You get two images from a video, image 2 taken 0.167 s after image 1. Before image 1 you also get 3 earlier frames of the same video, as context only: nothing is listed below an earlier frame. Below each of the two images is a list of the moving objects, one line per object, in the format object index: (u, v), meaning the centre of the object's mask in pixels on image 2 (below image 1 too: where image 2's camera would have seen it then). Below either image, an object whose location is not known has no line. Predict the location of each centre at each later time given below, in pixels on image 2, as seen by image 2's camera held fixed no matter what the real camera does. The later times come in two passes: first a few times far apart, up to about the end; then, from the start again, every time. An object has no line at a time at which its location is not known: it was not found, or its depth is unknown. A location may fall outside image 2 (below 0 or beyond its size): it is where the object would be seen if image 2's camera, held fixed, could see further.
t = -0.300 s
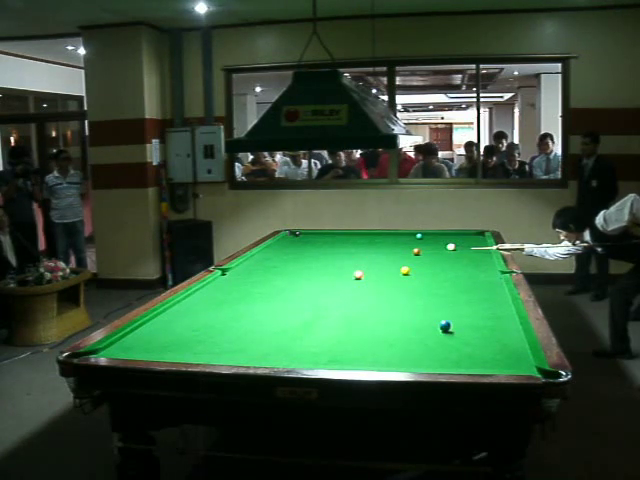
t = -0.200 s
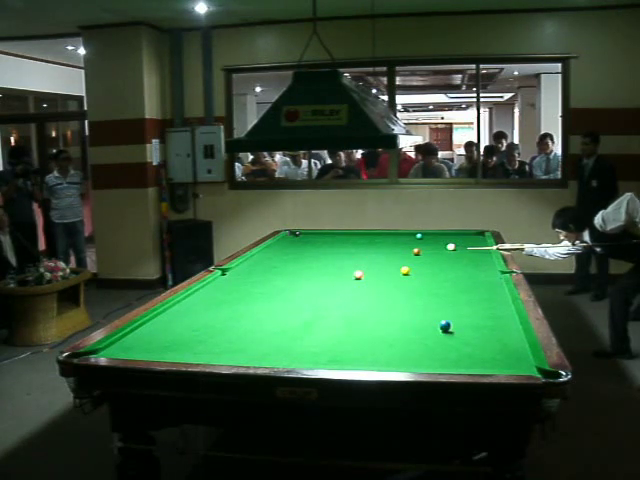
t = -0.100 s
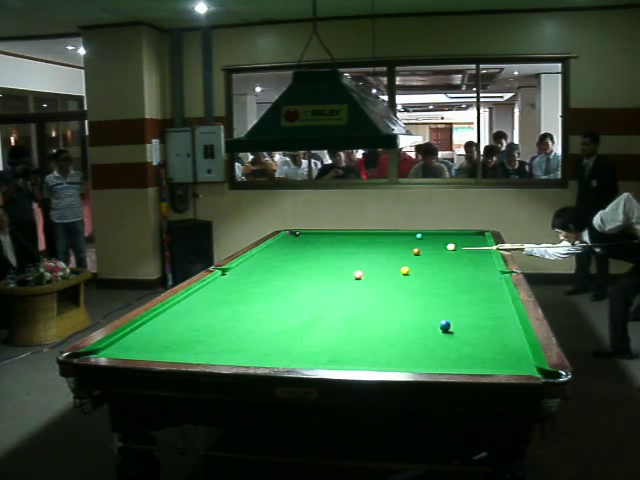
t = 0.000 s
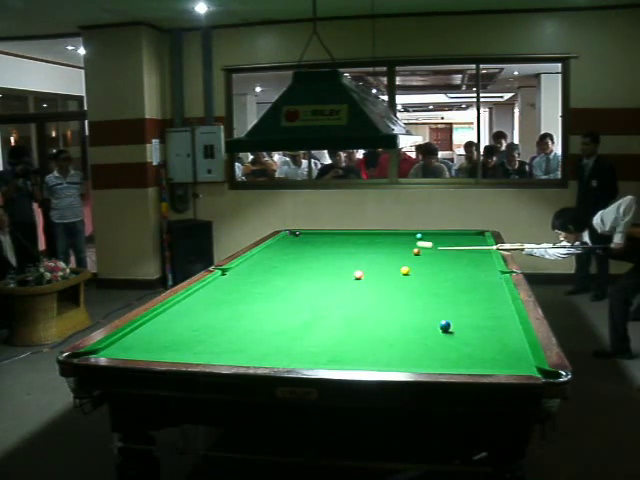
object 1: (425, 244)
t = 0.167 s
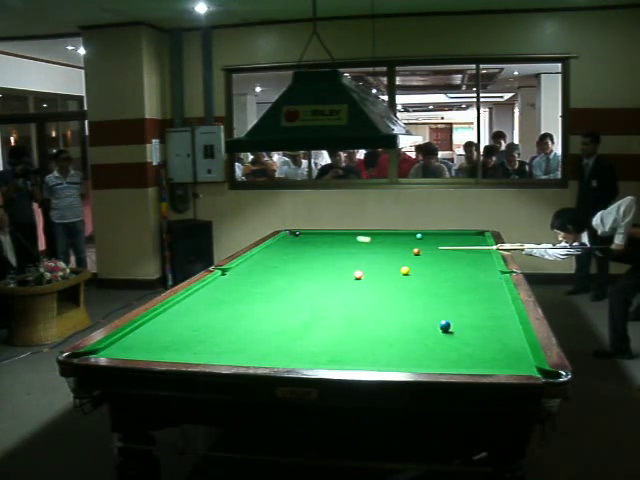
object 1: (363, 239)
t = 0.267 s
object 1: (334, 236)
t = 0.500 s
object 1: (296, 234)
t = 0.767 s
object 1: (287, 235)
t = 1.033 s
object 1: (286, 236)
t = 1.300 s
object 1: (287, 237)
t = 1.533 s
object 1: (288, 238)
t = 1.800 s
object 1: (290, 240)
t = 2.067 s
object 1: (291, 241)
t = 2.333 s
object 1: (292, 241)
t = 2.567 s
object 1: (293, 242)
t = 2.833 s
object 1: (294, 243)
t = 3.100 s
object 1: (295, 244)
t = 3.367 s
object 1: (295, 244)
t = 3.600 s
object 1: (296, 245)
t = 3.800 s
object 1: (296, 245)
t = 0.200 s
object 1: (353, 238)
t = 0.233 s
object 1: (343, 237)
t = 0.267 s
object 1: (334, 236)
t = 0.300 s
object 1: (324, 235)
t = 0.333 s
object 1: (316, 235)
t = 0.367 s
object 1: (307, 234)
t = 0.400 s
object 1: (301, 234)
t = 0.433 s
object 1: (299, 234)
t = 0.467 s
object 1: (298, 234)
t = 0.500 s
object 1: (296, 234)
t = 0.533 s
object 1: (295, 234)
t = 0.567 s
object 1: (294, 234)
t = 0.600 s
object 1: (293, 235)
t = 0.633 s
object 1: (292, 235)
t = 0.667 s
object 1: (291, 235)
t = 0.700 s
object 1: (289, 235)
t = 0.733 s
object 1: (288, 235)
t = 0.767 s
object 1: (287, 235)
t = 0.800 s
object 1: (286, 235)
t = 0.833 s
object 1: (285, 235)
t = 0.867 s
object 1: (285, 236)
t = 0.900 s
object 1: (286, 236)
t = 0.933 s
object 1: (286, 235)
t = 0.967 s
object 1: (286, 236)
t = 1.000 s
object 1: (286, 236)
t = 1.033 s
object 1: (286, 236)
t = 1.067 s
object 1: (286, 236)
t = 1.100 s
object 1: (286, 236)
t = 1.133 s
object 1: (286, 237)
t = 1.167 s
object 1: (287, 237)
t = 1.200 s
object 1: (287, 237)
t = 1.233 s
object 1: (287, 237)
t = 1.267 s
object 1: (287, 237)
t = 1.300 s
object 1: (287, 237)
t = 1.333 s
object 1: (288, 237)
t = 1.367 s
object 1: (288, 238)
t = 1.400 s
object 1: (288, 238)
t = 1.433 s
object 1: (288, 238)
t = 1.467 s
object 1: (288, 238)
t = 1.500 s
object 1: (288, 238)
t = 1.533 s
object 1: (288, 238)
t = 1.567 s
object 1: (288, 238)
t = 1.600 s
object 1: (289, 239)
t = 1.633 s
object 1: (289, 239)
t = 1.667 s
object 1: (289, 239)
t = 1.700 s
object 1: (289, 239)
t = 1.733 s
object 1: (290, 239)
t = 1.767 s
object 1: (290, 239)
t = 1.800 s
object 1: (290, 240)
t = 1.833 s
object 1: (290, 240)
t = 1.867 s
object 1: (290, 240)
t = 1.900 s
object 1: (290, 240)
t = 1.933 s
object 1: (290, 240)
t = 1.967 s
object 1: (291, 240)
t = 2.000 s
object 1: (291, 240)
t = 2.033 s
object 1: (291, 240)
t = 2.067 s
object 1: (291, 241)
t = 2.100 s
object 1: (291, 241)
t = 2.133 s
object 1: (291, 241)
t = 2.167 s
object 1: (291, 241)
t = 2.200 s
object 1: (292, 241)
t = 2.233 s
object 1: (292, 241)
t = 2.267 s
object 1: (292, 241)
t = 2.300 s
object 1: (292, 241)
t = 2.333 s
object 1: (292, 241)
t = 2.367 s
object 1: (292, 242)
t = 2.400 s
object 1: (292, 242)
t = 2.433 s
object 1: (293, 242)
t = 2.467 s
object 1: (293, 242)
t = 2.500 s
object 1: (293, 242)
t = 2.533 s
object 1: (293, 242)
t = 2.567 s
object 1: (293, 242)
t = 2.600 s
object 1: (293, 242)
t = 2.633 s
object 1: (293, 242)
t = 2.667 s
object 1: (293, 242)
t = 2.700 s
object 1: (293, 242)
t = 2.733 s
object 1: (293, 243)
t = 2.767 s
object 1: (294, 243)
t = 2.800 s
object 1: (294, 243)
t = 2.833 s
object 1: (294, 243)
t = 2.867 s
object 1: (294, 243)
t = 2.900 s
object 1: (294, 243)
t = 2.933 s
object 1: (294, 243)
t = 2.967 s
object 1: (294, 243)
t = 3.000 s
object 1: (294, 243)
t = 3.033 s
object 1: (294, 243)
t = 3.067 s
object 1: (294, 243)
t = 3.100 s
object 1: (295, 244)
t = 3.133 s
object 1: (295, 244)
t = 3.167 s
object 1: (295, 244)
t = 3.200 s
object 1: (295, 244)
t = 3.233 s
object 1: (295, 244)
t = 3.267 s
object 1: (295, 244)
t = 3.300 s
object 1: (295, 244)
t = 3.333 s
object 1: (295, 244)
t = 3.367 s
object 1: (295, 244)
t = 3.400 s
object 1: (295, 244)
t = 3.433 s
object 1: (295, 244)
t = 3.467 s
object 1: (296, 244)
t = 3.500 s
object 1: (296, 244)
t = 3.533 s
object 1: (296, 244)
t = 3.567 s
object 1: (296, 244)
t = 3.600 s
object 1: (296, 245)
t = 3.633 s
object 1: (296, 245)
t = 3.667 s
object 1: (296, 245)
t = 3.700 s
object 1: (296, 245)
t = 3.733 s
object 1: (296, 245)
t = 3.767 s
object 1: (296, 245)
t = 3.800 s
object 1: (296, 245)
